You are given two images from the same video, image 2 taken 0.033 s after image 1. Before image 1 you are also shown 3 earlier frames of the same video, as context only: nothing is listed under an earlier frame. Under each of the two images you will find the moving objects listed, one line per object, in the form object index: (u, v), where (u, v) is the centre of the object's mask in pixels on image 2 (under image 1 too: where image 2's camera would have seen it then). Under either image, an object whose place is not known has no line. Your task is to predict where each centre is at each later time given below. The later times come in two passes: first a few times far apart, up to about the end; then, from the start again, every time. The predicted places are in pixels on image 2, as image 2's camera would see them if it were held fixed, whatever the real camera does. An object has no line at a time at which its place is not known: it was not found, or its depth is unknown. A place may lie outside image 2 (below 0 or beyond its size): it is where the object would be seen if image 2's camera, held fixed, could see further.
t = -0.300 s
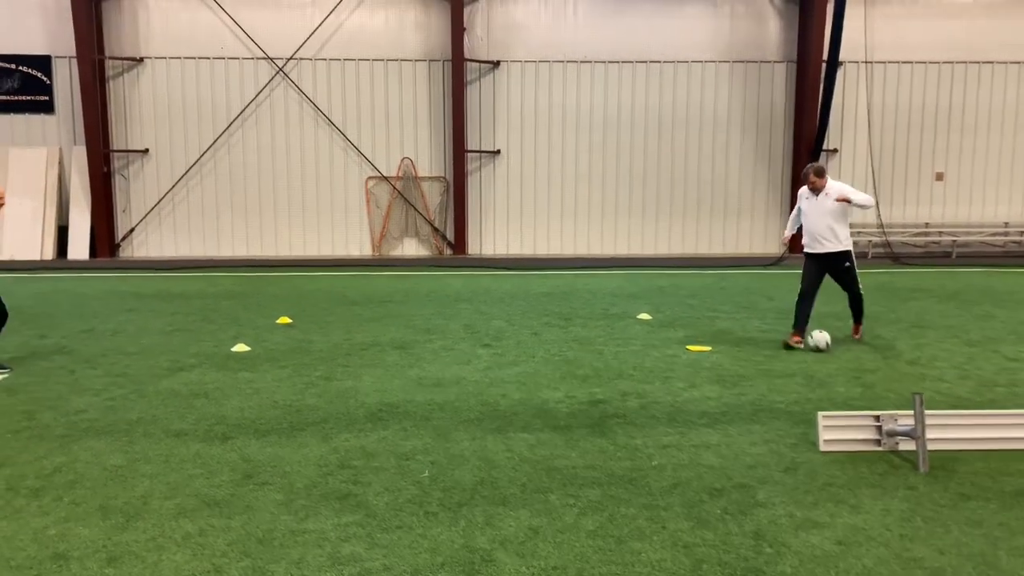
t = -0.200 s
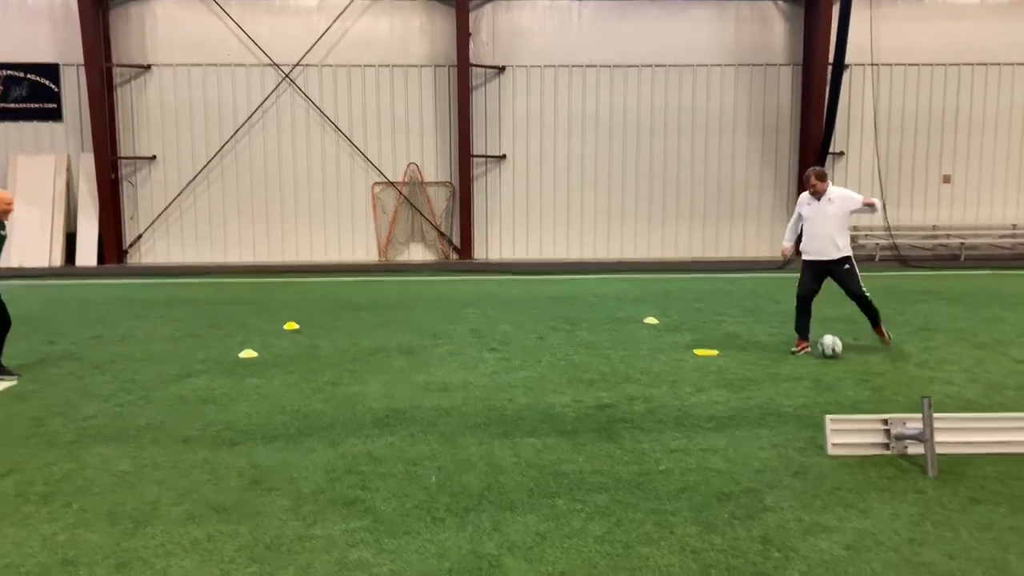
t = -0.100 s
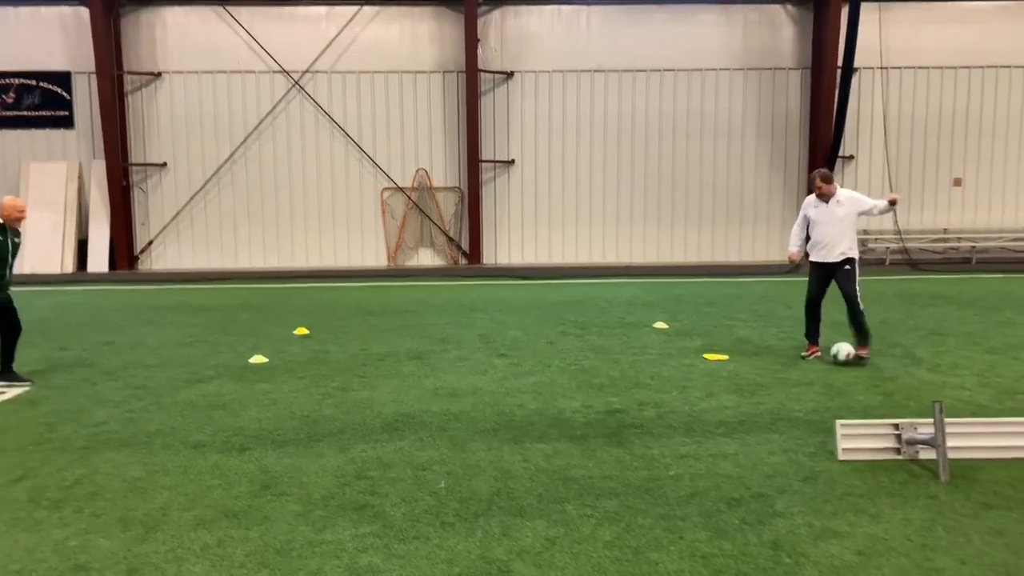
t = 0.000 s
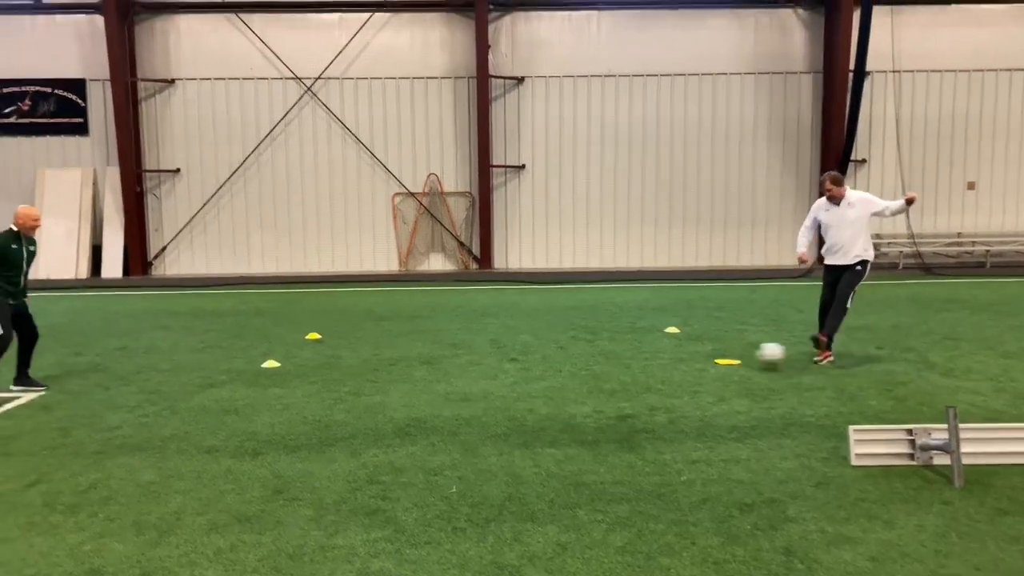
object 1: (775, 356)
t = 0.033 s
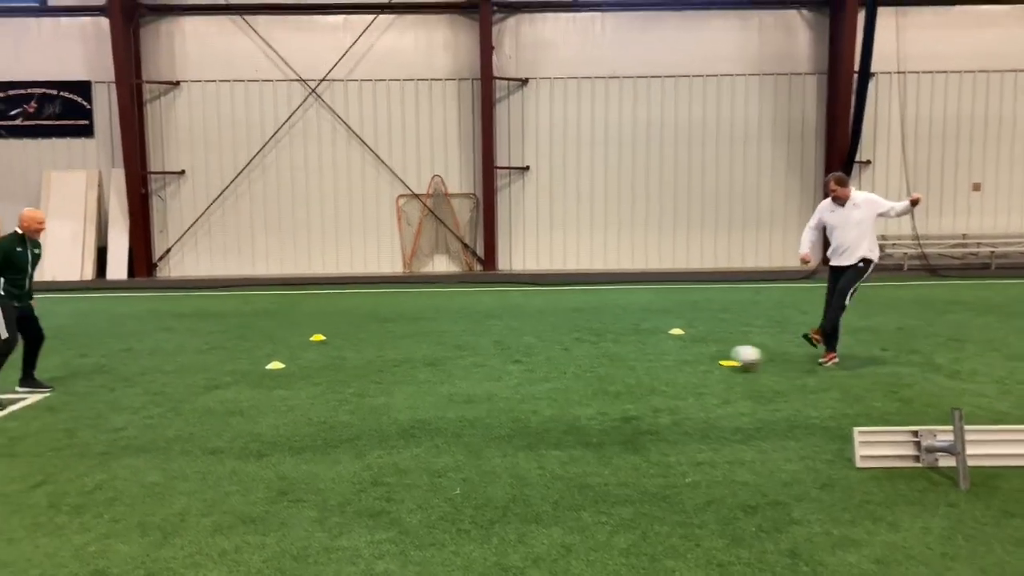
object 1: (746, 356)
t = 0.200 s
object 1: (611, 356)
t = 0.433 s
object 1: (451, 356)
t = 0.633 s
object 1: (337, 359)
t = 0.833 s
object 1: (239, 362)
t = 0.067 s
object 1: (716, 357)
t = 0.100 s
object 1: (688, 360)
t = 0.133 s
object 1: (662, 359)
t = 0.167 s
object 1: (636, 357)
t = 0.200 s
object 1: (611, 356)
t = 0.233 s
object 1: (586, 357)
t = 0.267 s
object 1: (561, 358)
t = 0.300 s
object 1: (537, 360)
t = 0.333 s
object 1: (515, 358)
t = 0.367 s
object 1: (493, 357)
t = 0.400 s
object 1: (473, 356)
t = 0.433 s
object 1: (451, 356)
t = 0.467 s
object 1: (431, 358)
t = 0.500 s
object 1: (410, 360)
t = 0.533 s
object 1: (391, 360)
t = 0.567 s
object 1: (373, 358)
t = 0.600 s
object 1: (355, 358)
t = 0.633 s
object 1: (337, 359)
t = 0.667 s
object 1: (319, 360)
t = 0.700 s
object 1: (303, 360)
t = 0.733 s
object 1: (287, 360)
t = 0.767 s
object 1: (271, 360)
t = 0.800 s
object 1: (255, 361)
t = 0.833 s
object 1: (239, 362)
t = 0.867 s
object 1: (224, 361)
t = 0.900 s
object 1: (209, 362)
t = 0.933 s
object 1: (193, 362)
